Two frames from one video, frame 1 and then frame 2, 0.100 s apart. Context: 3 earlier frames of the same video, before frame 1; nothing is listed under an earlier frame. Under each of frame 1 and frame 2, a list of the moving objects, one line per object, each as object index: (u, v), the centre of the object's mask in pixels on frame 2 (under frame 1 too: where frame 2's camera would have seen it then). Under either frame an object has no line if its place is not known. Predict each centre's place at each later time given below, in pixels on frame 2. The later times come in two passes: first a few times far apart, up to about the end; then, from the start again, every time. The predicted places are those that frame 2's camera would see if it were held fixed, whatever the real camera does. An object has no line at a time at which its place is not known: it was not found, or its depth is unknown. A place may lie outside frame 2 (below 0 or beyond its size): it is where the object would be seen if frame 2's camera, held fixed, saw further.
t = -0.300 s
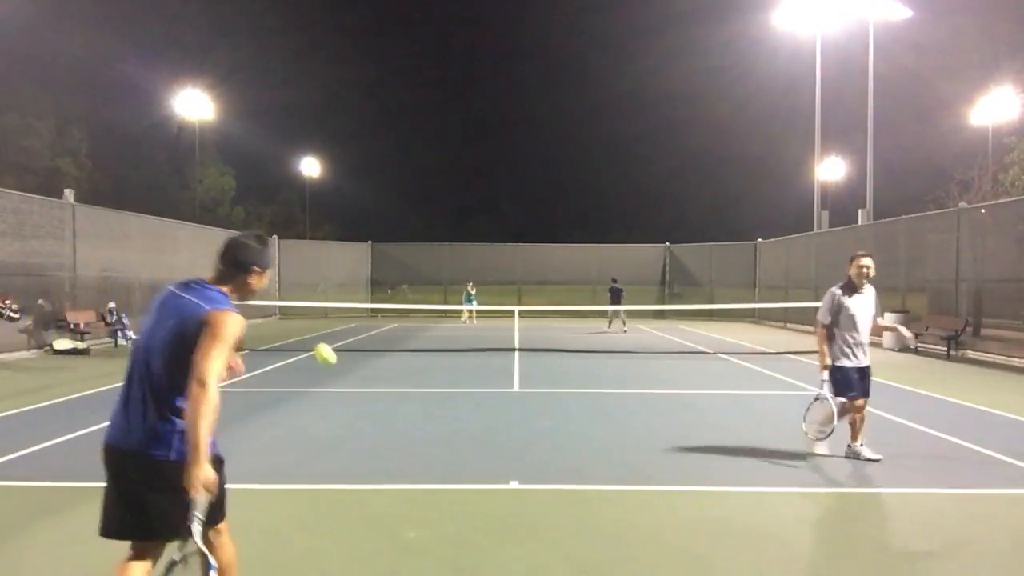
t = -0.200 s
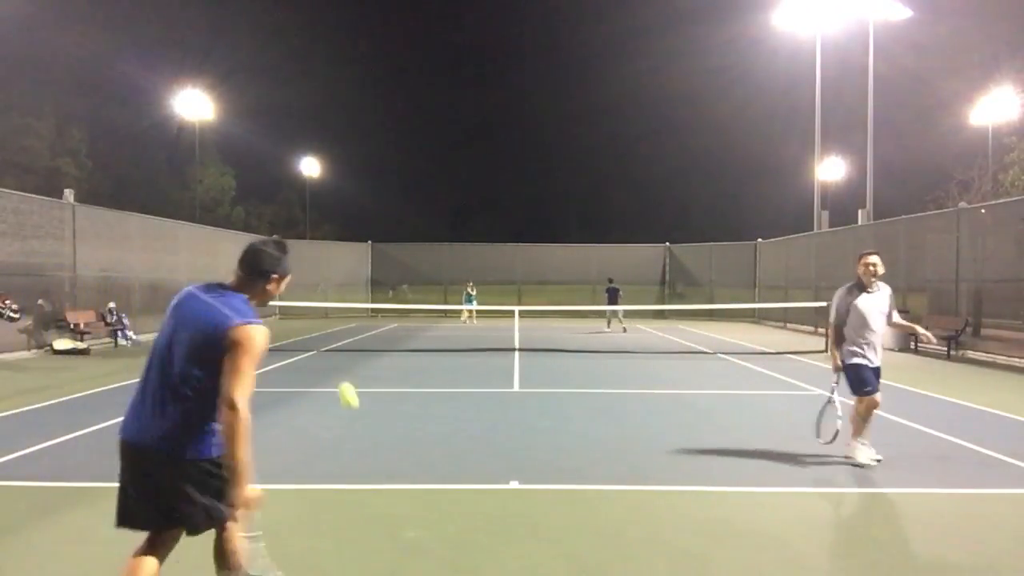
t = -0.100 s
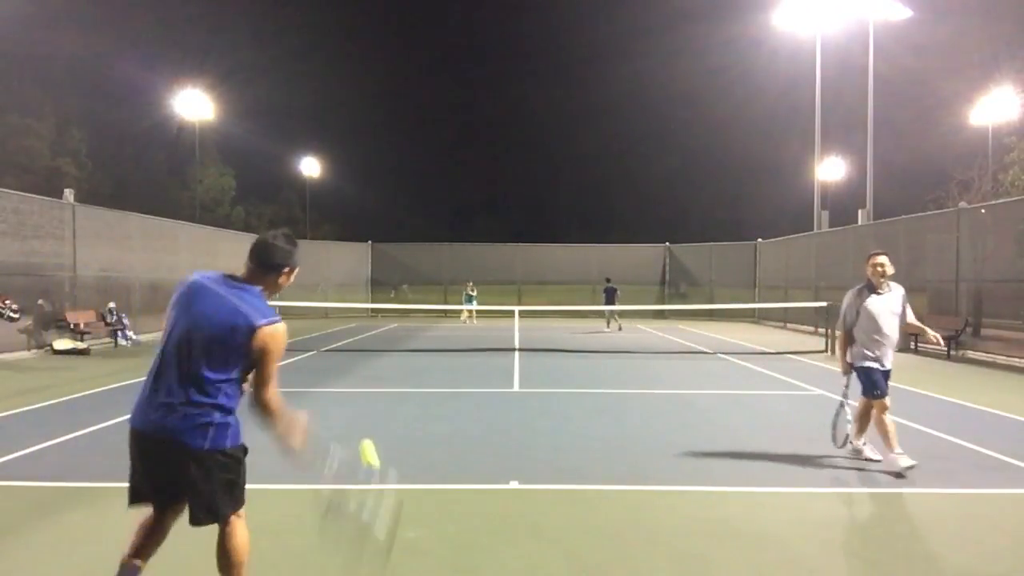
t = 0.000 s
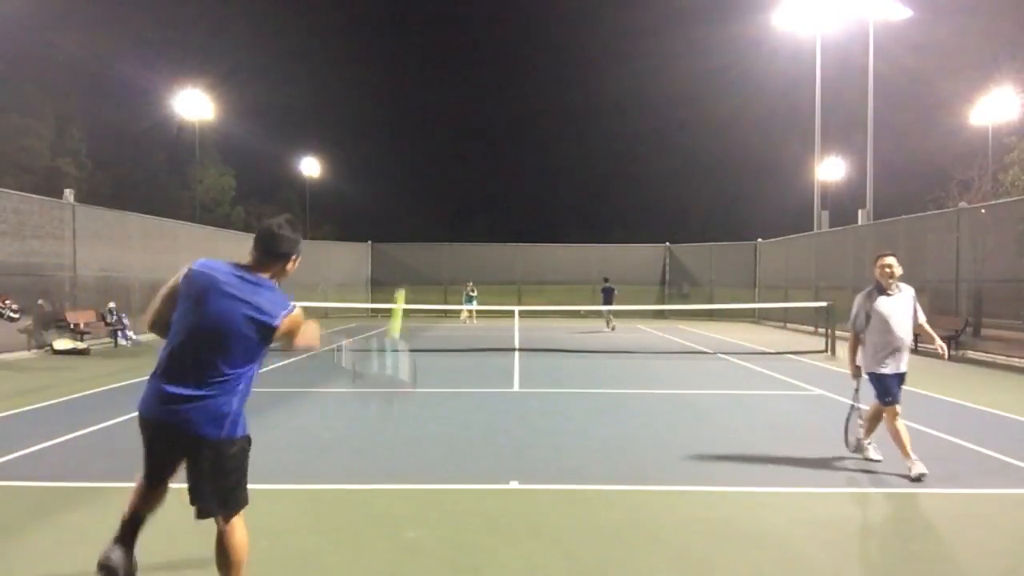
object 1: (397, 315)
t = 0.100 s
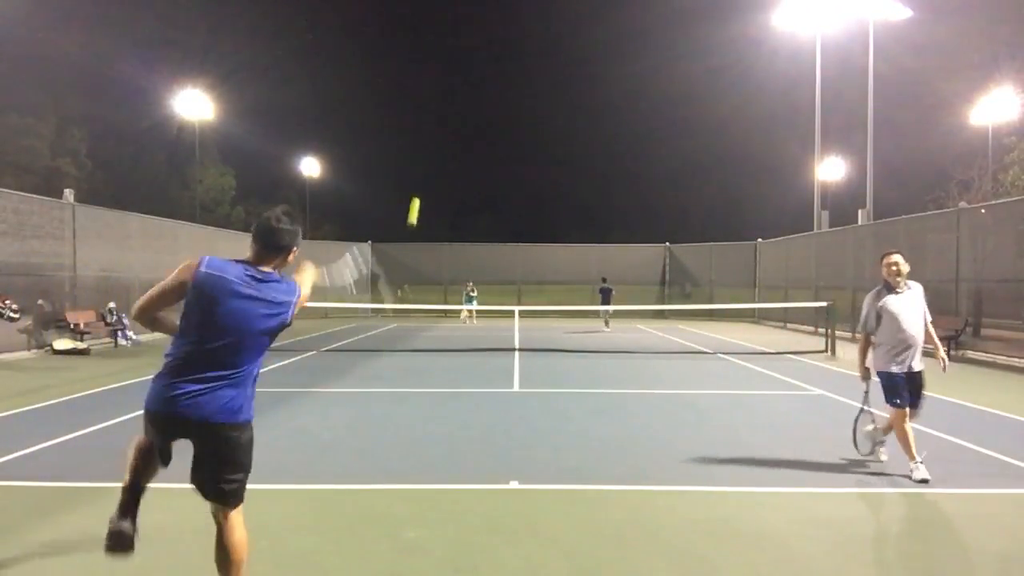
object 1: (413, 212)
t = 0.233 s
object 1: (427, 150)
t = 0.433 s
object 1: (438, 124)
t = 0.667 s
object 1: (446, 138)
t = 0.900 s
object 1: (451, 175)
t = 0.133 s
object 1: (418, 191)
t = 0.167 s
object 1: (421, 174)
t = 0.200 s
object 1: (424, 160)
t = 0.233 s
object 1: (427, 150)
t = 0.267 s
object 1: (429, 142)
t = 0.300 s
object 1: (431, 135)
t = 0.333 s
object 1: (433, 130)
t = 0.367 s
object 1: (435, 127)
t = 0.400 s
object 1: (437, 125)
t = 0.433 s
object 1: (438, 124)
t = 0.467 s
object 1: (440, 124)
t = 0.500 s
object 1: (441, 124)
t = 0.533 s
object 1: (442, 126)
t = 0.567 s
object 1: (443, 128)
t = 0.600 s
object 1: (444, 131)
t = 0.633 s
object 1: (445, 134)
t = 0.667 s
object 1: (446, 138)
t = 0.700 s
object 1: (447, 142)
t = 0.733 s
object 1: (448, 146)
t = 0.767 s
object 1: (448, 152)
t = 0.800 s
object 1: (449, 157)
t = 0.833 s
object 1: (450, 163)
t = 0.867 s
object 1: (450, 168)
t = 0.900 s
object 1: (451, 175)
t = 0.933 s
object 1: (451, 181)
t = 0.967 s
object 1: (452, 188)
